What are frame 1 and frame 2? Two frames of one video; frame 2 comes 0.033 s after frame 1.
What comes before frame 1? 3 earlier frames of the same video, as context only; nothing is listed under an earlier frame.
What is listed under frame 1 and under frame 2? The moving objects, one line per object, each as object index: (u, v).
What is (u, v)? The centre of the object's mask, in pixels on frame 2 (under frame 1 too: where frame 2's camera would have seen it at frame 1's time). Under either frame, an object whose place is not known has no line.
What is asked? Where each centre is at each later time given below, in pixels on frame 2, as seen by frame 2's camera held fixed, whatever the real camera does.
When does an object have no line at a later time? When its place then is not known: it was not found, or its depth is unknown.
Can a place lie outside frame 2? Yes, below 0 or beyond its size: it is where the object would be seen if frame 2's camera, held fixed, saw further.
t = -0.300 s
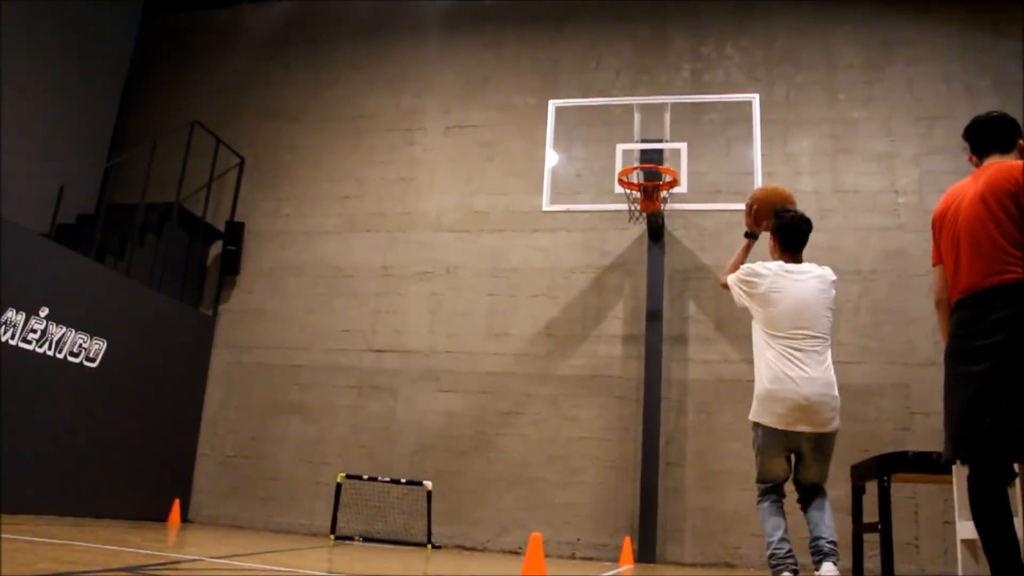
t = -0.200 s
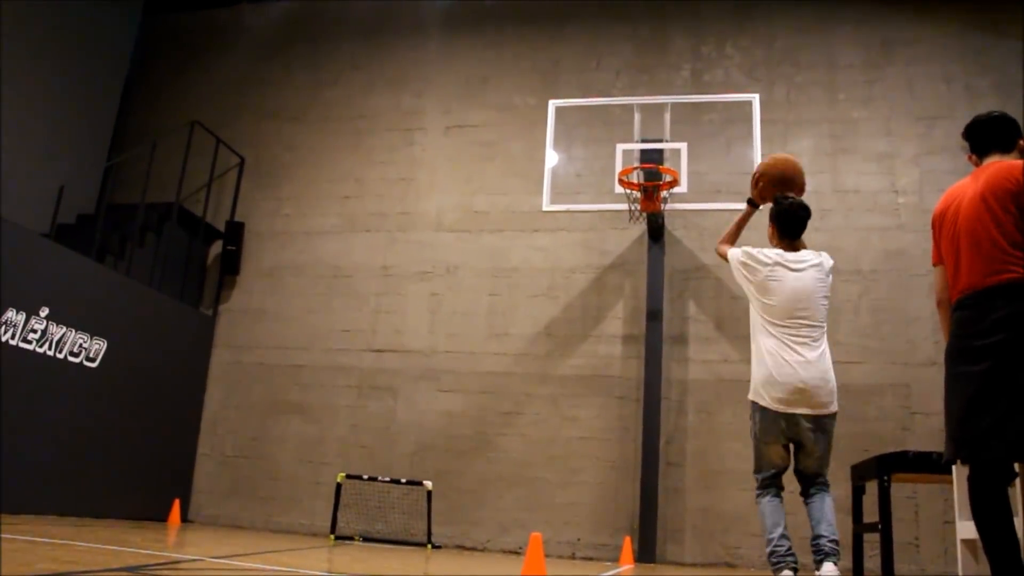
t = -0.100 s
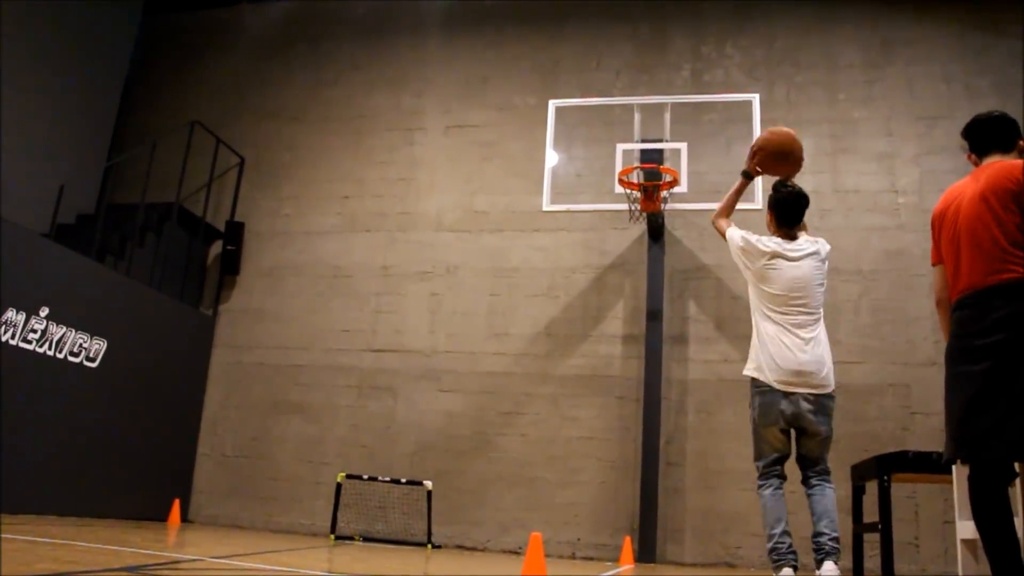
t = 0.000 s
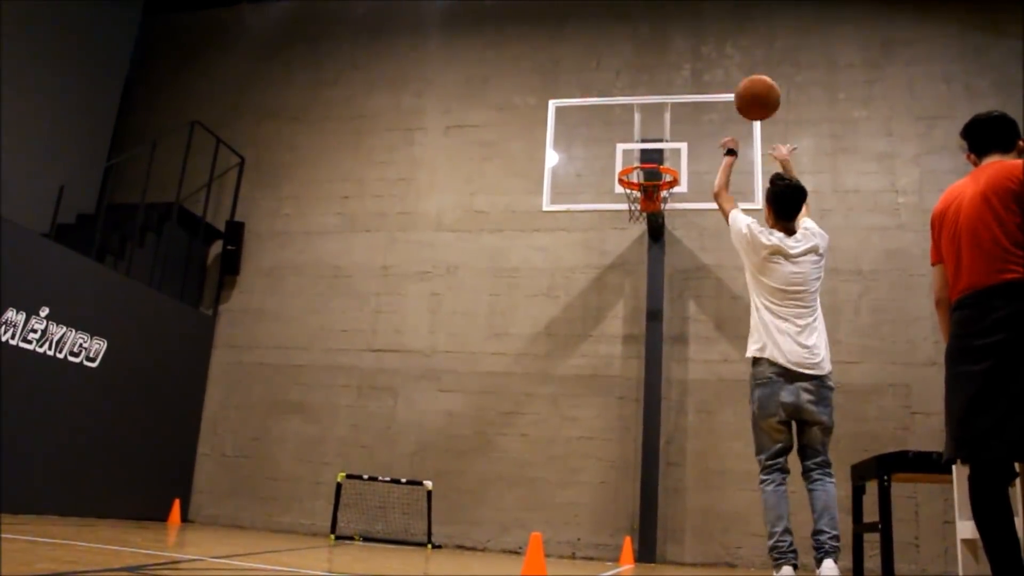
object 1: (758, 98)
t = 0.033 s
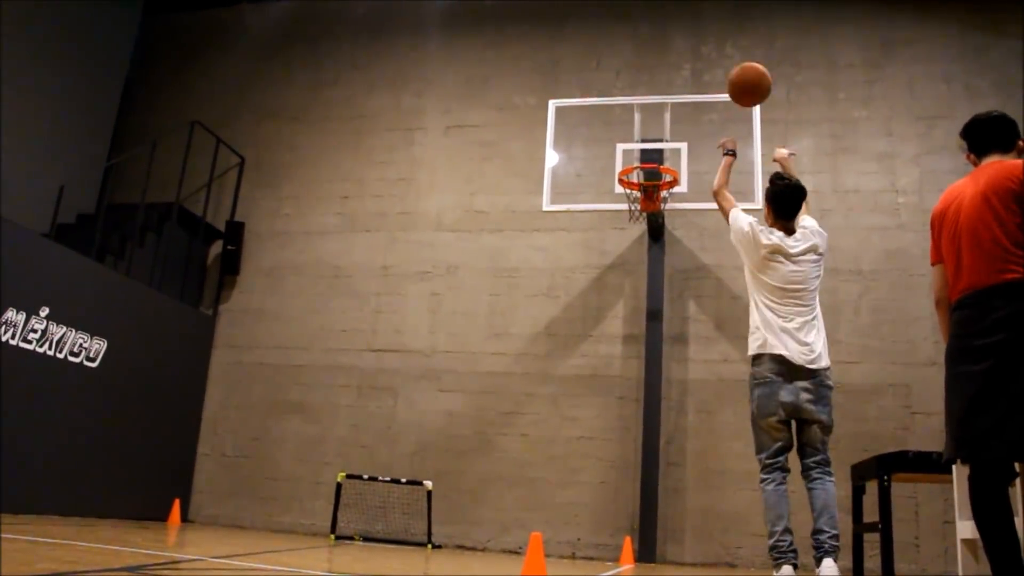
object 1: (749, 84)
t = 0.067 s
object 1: (742, 74)
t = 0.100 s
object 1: (735, 65)
